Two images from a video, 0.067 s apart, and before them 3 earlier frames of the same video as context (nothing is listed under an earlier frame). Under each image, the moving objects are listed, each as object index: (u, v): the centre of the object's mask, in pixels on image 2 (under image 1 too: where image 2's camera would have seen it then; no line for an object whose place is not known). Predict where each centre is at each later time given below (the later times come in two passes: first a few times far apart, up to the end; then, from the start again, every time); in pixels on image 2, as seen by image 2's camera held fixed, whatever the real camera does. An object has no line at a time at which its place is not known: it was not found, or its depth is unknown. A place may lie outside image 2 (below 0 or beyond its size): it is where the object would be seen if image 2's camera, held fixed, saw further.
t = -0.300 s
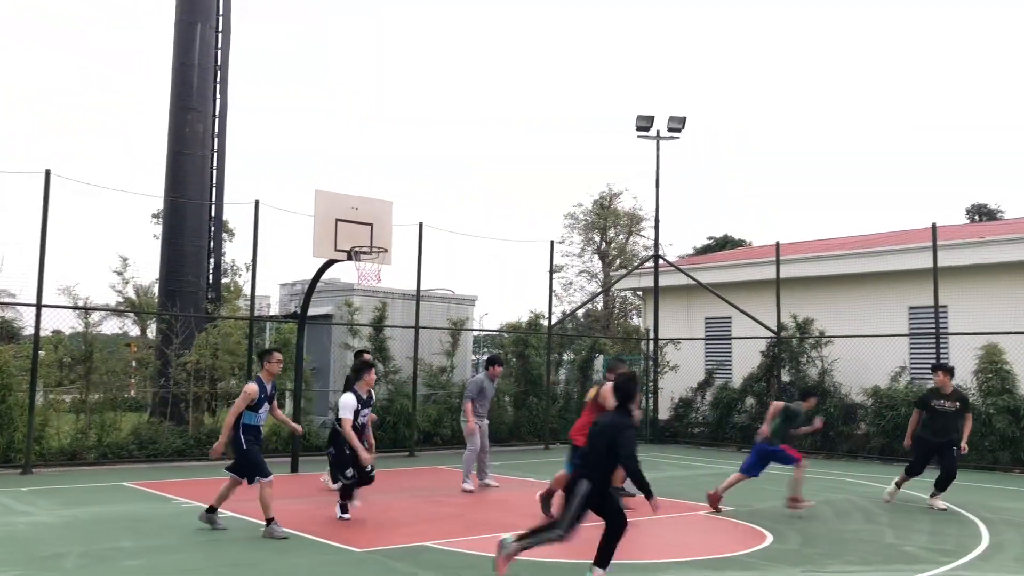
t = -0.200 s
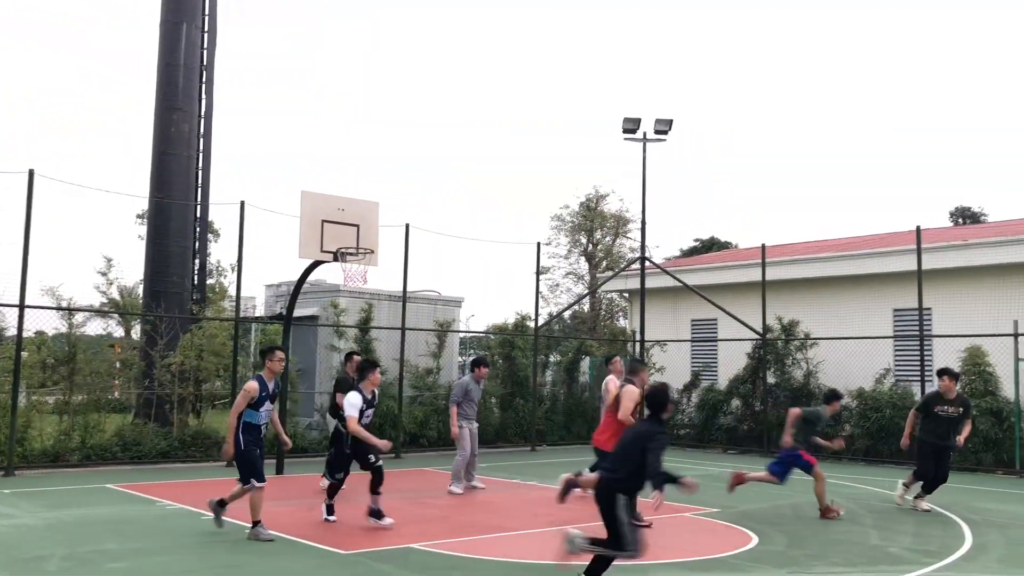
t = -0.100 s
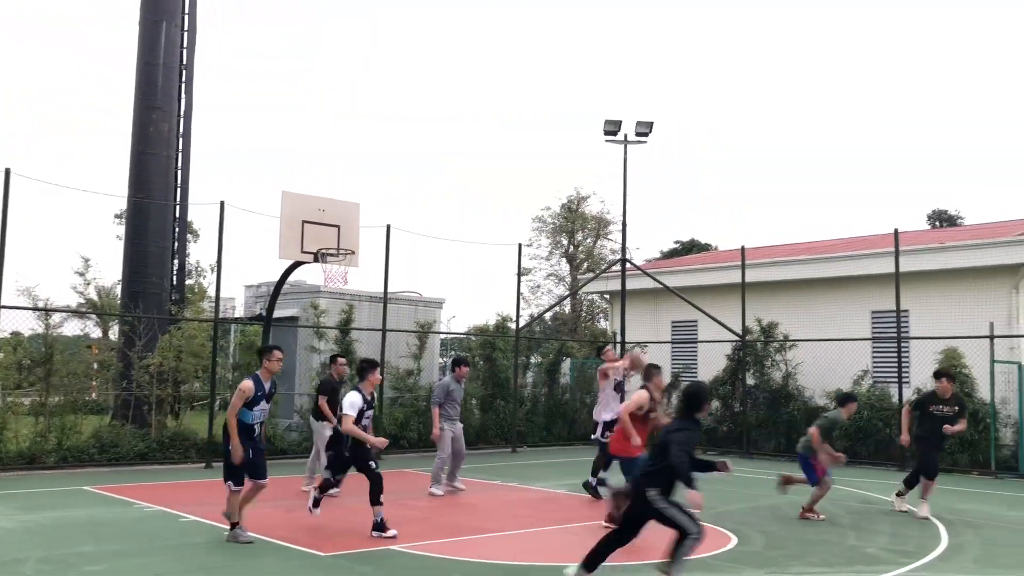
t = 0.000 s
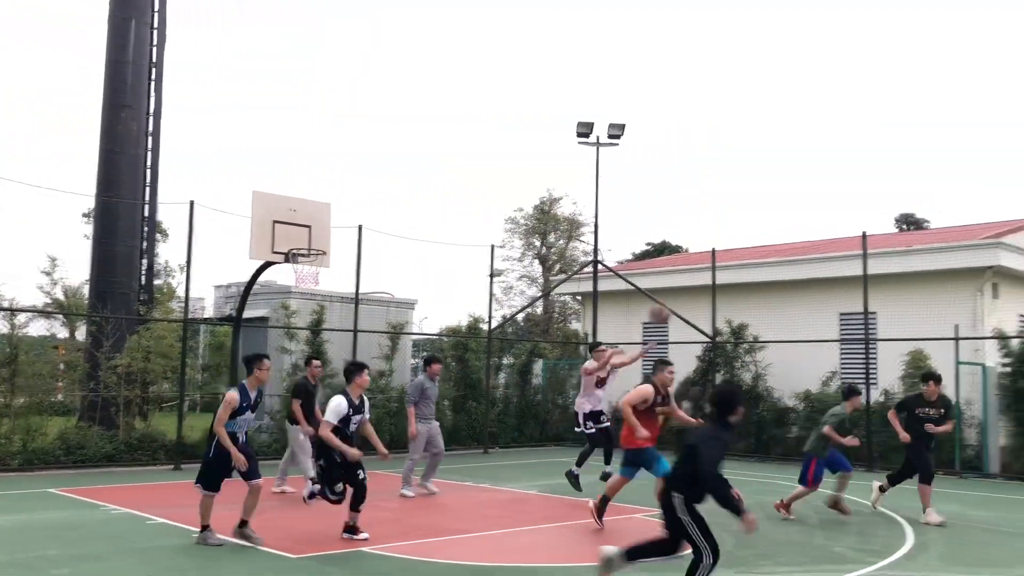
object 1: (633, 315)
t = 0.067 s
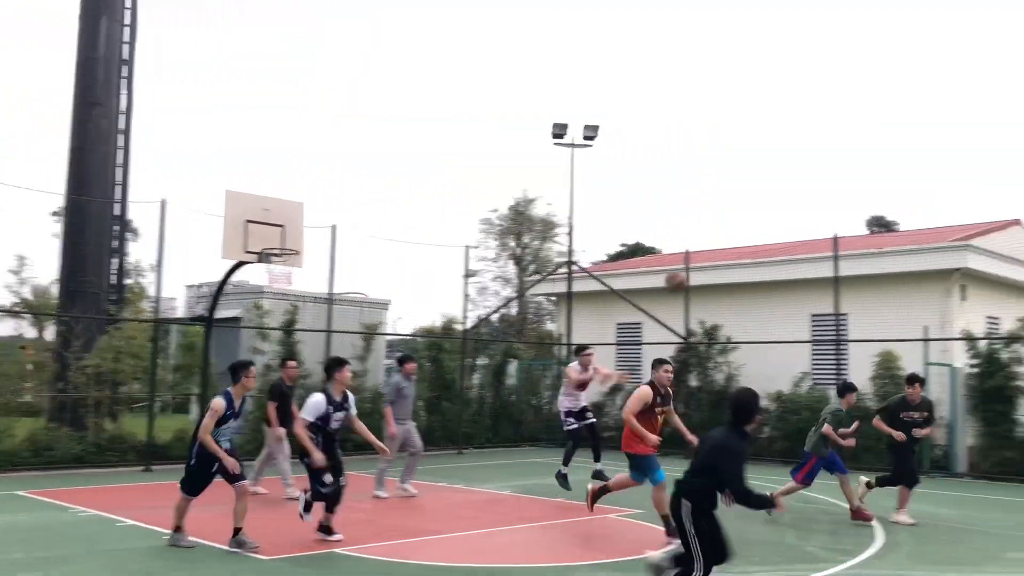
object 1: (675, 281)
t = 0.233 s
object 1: (801, 198)
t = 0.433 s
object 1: (1017, 105)
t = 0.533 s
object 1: (1165, 63)
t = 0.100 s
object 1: (699, 264)
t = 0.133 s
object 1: (722, 249)
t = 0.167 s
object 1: (747, 231)
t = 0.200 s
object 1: (773, 215)
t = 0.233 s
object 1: (801, 198)
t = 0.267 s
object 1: (831, 182)
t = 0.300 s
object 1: (862, 166)
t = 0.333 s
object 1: (895, 151)
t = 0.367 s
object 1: (937, 134)
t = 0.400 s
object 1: (975, 119)
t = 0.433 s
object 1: (1017, 105)
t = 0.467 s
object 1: (1062, 90)
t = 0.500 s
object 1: (1111, 77)
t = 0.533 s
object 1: (1165, 63)
